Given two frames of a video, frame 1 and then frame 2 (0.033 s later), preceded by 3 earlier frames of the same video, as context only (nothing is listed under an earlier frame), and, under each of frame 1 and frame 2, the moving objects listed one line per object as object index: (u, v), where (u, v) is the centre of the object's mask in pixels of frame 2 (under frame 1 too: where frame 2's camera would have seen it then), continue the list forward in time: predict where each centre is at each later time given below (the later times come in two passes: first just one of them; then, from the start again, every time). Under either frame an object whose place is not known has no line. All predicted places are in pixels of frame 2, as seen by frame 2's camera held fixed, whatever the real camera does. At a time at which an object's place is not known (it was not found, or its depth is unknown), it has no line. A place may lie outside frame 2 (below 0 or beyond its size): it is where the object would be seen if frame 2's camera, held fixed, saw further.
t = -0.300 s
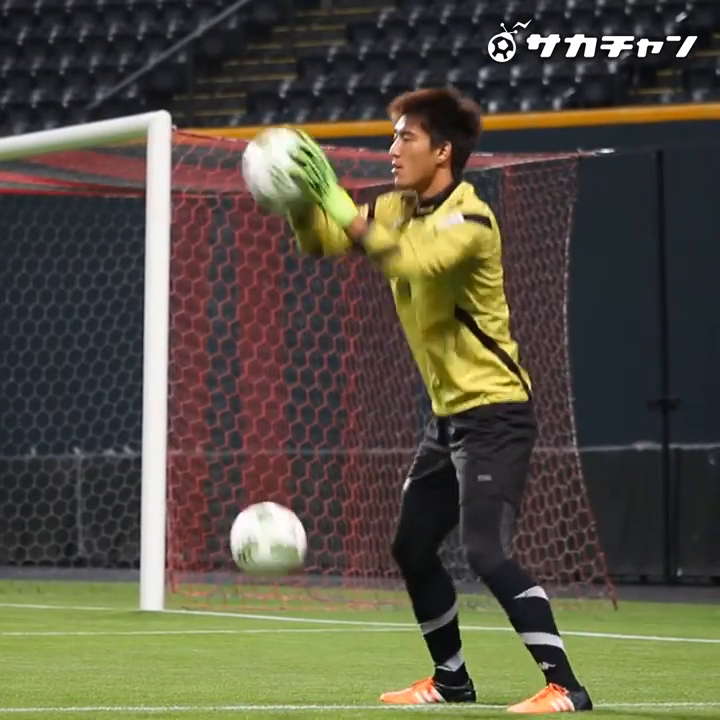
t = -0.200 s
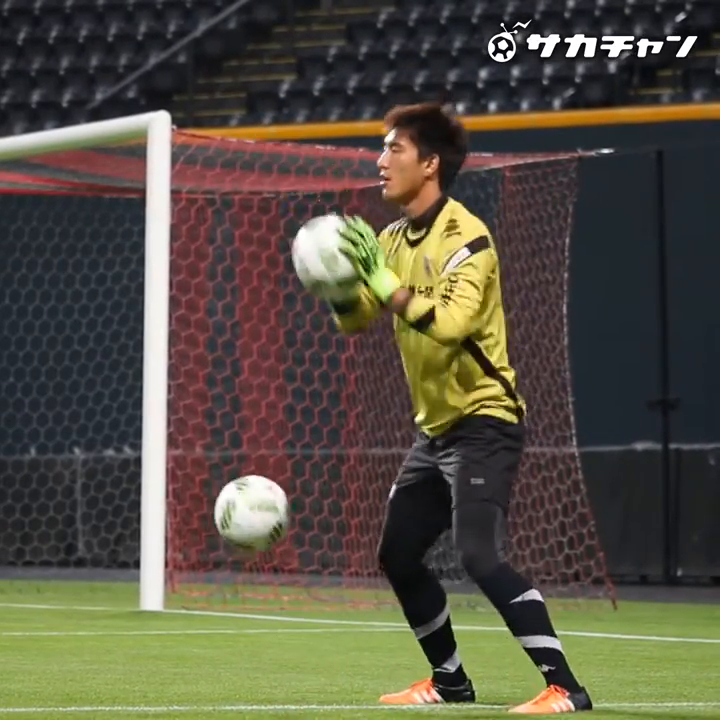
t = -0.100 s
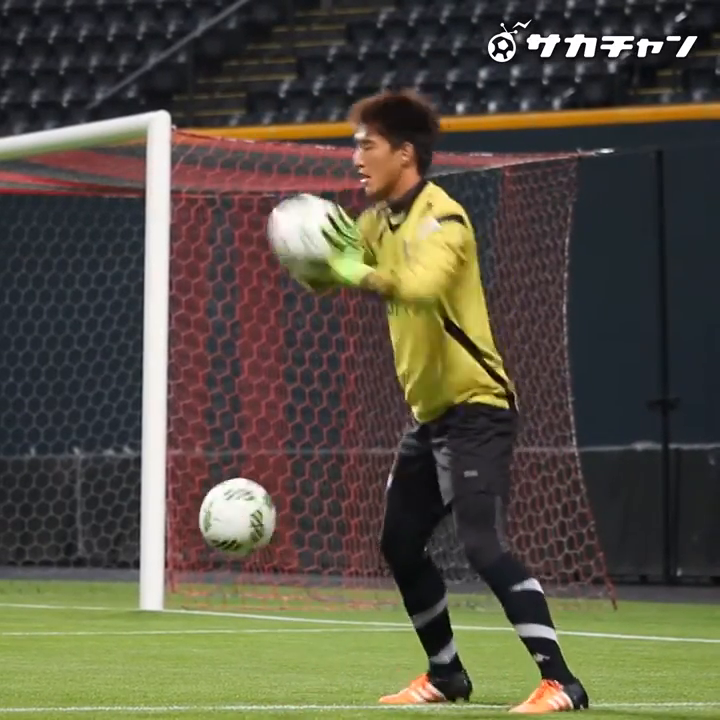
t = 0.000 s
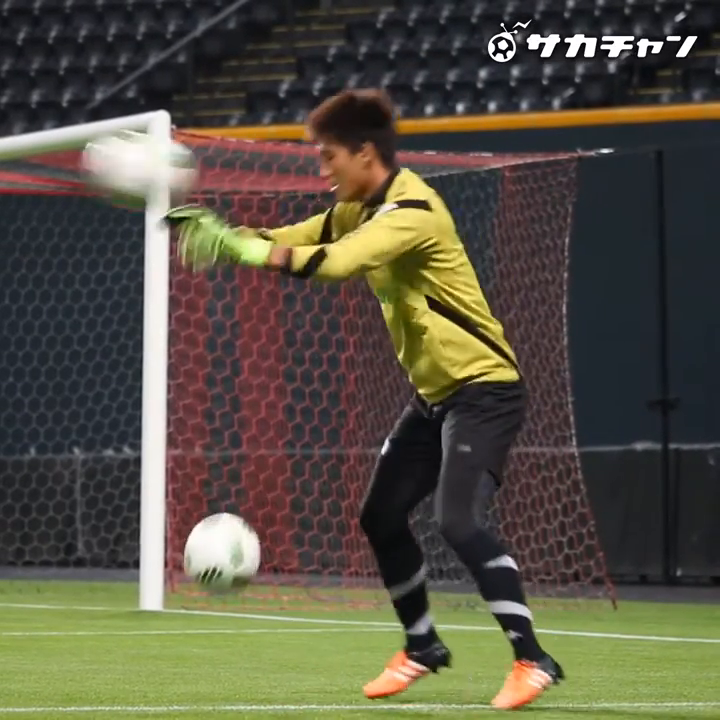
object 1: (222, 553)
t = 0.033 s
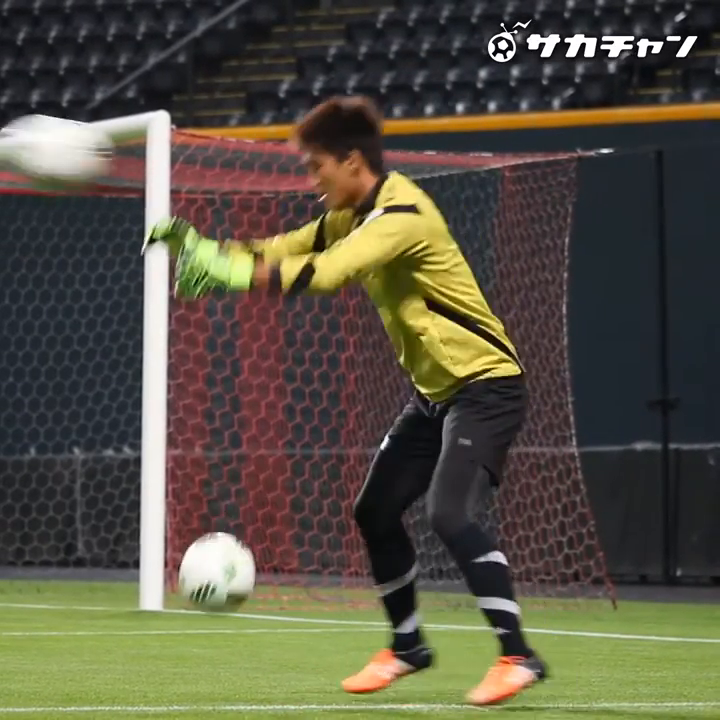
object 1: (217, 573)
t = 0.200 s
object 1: (194, 654)
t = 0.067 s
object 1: (212, 597)
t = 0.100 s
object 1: (206, 624)
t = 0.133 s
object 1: (201, 658)
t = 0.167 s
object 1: (197, 667)
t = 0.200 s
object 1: (194, 654)
